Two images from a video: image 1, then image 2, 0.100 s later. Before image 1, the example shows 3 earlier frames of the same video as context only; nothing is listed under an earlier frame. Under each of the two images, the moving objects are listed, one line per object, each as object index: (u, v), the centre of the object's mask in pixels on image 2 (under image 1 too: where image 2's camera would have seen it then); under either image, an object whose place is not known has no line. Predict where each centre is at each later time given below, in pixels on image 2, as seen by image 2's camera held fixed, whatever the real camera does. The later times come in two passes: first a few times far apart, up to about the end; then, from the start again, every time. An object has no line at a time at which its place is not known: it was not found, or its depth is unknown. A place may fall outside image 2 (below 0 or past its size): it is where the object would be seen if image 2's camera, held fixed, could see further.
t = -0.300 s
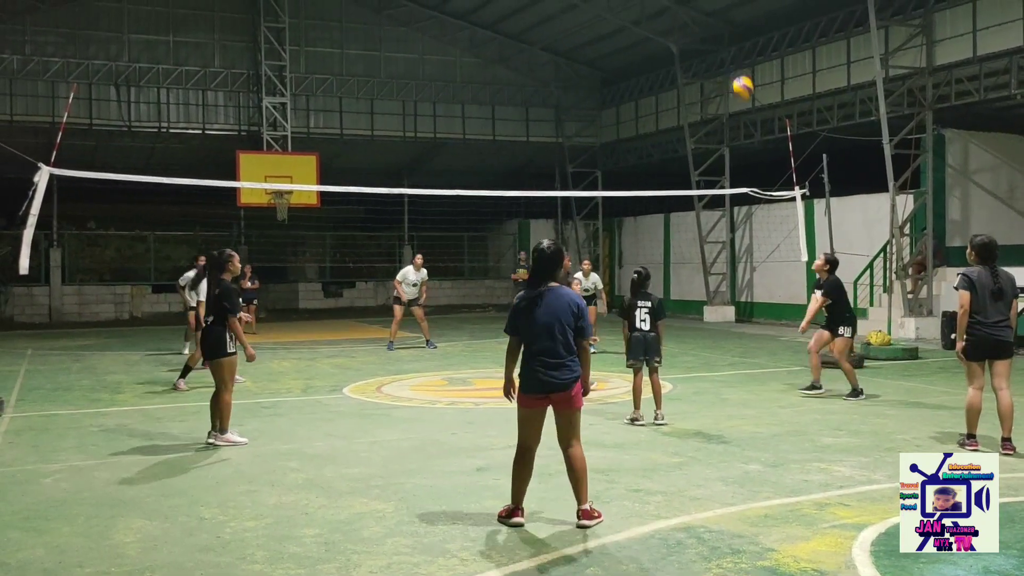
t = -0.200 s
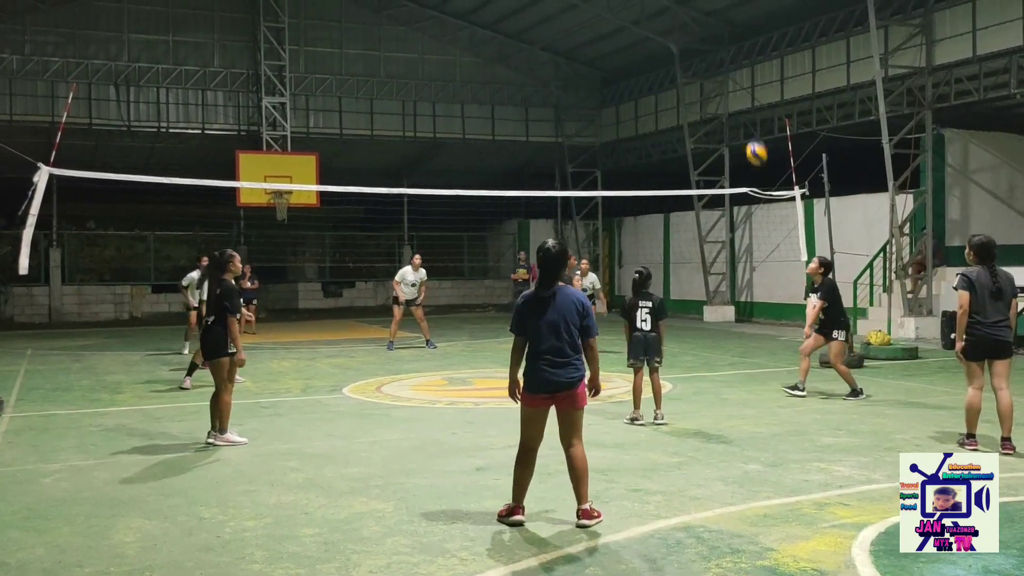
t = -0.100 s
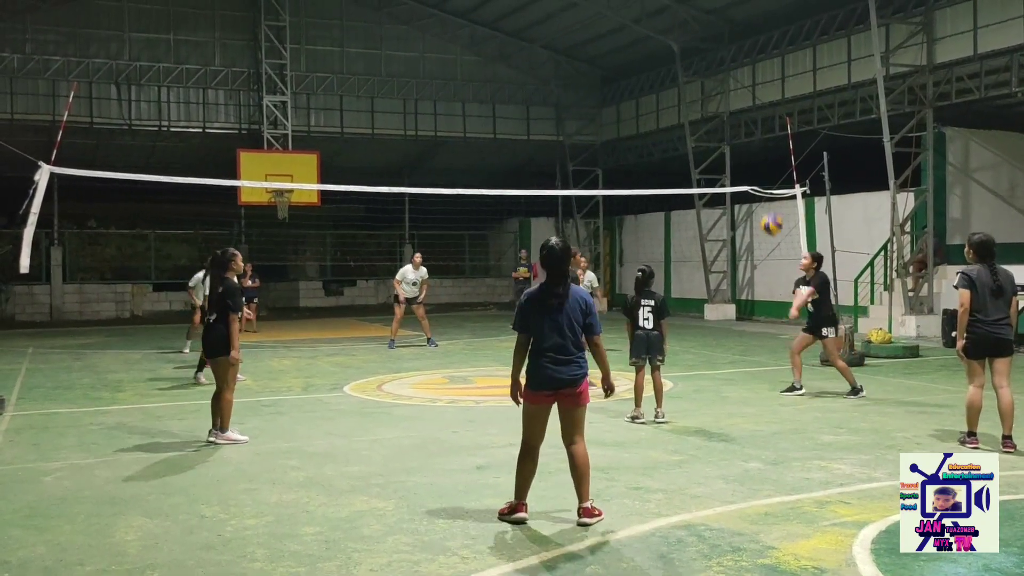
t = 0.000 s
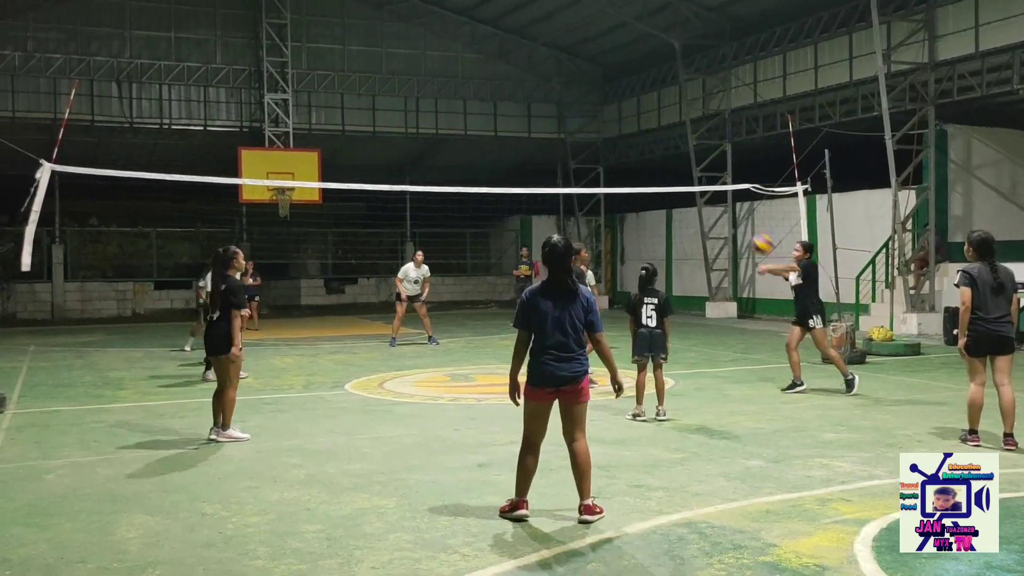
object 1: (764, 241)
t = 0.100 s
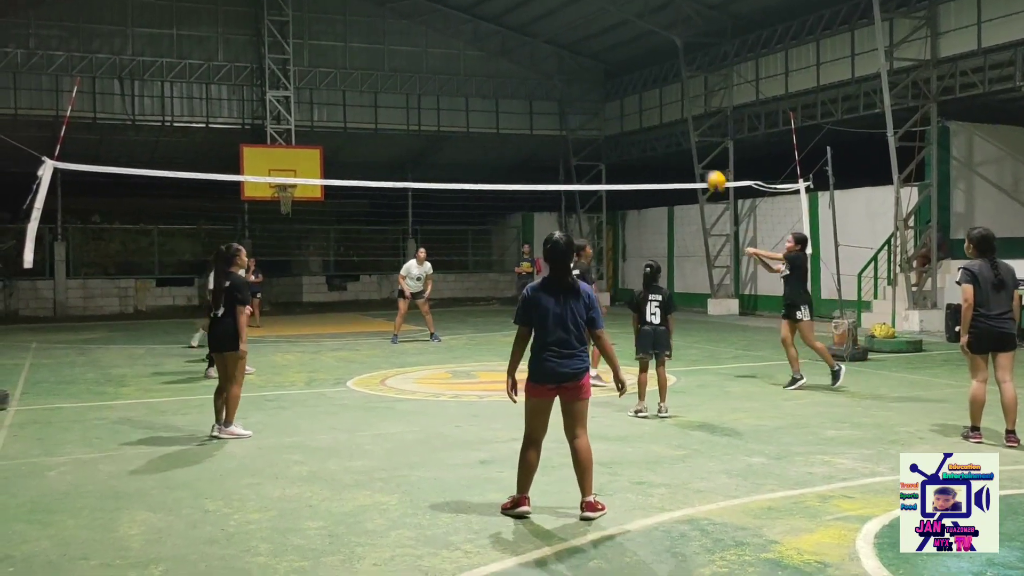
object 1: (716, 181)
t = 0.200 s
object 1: (674, 135)
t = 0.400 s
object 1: (603, 82)
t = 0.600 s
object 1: (546, 67)
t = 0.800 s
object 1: (499, 82)
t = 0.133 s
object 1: (701, 164)
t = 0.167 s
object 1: (687, 149)
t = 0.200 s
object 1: (674, 135)
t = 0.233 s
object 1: (660, 124)
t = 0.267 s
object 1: (649, 113)
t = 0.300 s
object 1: (636, 104)
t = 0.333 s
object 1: (625, 96)
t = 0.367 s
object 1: (614, 89)
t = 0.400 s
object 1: (603, 82)
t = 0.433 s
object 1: (593, 78)
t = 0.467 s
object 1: (583, 74)
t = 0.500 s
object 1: (573, 71)
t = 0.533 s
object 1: (564, 69)
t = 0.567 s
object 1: (551, 67)
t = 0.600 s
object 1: (546, 67)
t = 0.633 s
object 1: (537, 68)
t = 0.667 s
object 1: (529, 70)
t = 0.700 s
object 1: (521, 72)
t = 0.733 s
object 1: (513, 74)
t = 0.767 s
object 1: (506, 78)
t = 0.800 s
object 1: (499, 82)
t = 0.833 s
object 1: (492, 87)
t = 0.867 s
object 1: (486, 93)
